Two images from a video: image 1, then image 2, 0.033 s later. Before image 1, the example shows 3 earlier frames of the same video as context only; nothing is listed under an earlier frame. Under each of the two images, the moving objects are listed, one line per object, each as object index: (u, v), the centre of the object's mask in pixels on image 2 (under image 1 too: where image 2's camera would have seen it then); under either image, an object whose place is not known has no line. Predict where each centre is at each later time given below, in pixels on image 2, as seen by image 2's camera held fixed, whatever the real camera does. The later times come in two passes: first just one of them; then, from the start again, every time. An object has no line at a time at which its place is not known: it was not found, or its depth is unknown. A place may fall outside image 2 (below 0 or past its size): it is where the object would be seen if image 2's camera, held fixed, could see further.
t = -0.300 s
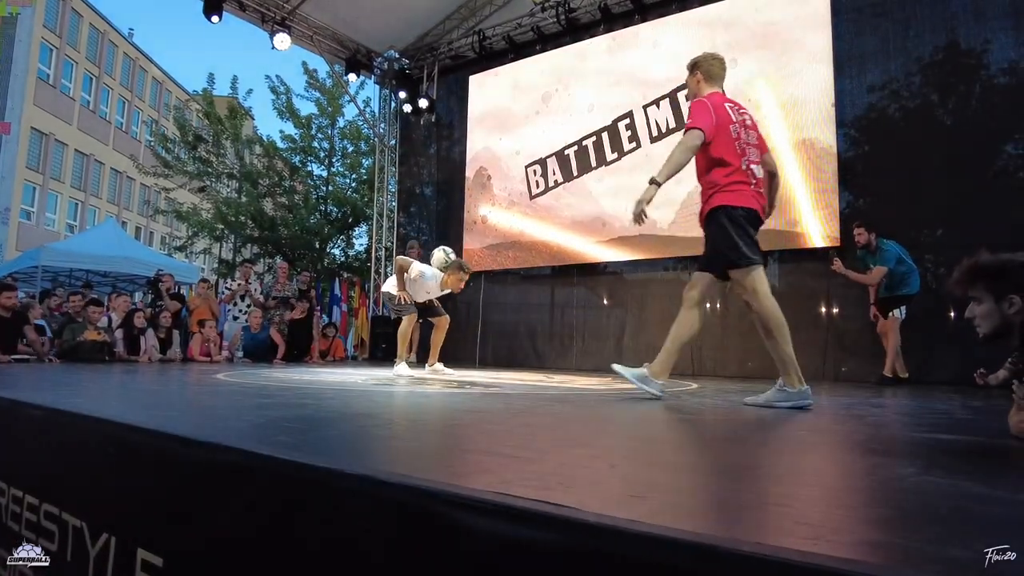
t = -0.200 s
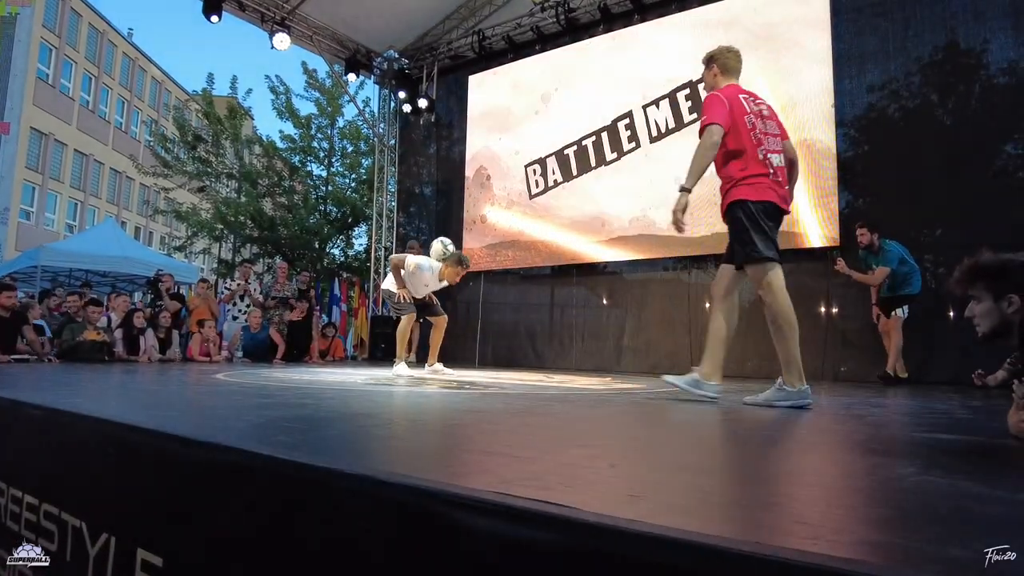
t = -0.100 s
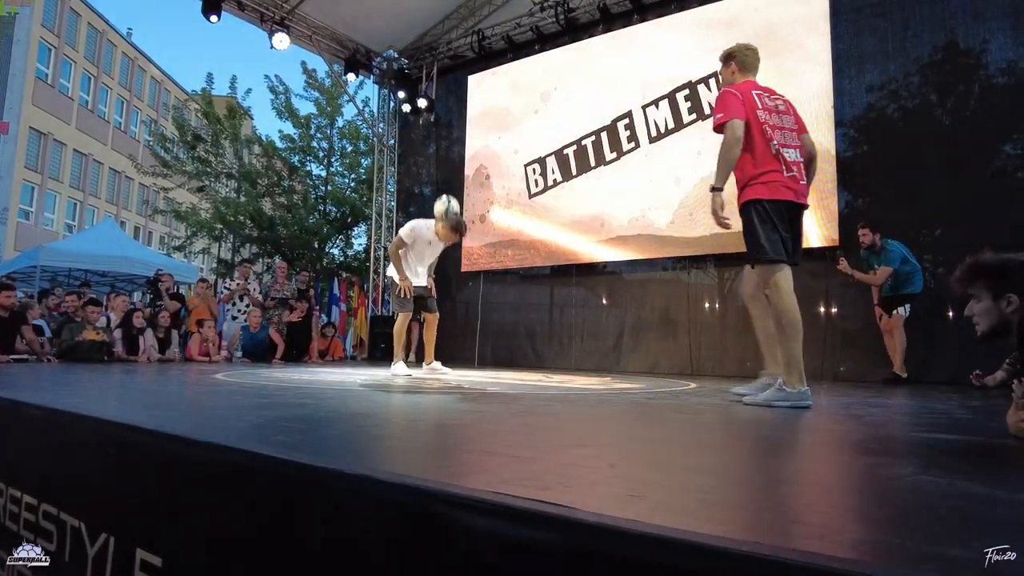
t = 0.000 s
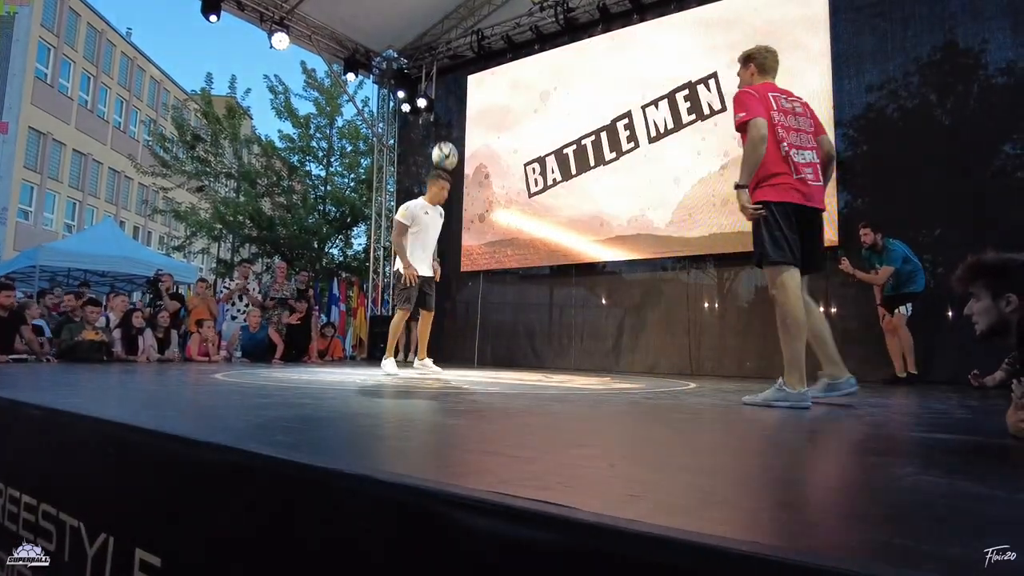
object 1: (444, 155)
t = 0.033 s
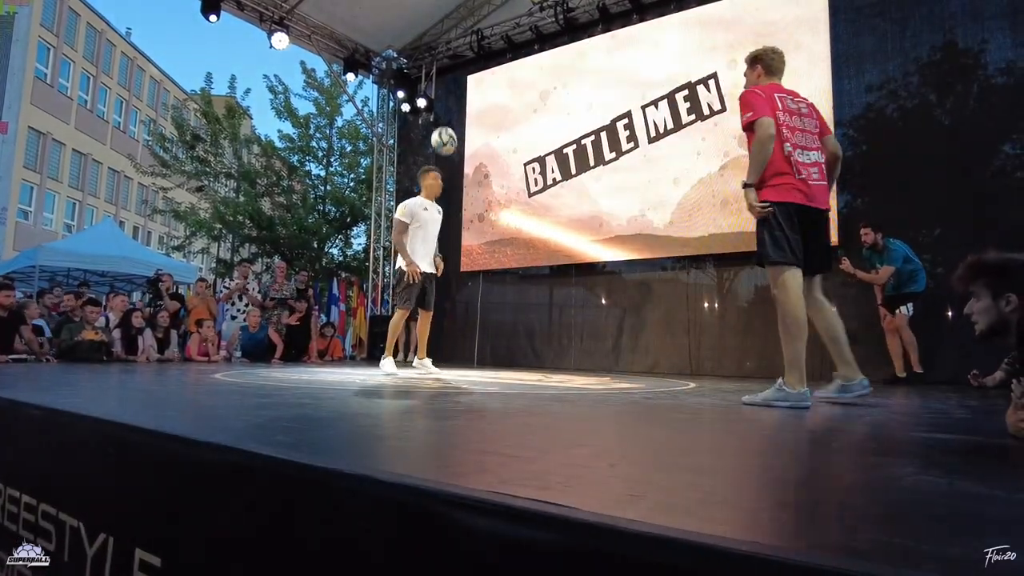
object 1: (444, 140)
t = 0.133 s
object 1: (442, 103)
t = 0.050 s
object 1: (444, 134)
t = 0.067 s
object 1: (443, 127)
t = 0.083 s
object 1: (443, 120)
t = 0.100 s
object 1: (443, 114)
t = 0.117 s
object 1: (442, 108)
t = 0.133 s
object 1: (442, 103)
